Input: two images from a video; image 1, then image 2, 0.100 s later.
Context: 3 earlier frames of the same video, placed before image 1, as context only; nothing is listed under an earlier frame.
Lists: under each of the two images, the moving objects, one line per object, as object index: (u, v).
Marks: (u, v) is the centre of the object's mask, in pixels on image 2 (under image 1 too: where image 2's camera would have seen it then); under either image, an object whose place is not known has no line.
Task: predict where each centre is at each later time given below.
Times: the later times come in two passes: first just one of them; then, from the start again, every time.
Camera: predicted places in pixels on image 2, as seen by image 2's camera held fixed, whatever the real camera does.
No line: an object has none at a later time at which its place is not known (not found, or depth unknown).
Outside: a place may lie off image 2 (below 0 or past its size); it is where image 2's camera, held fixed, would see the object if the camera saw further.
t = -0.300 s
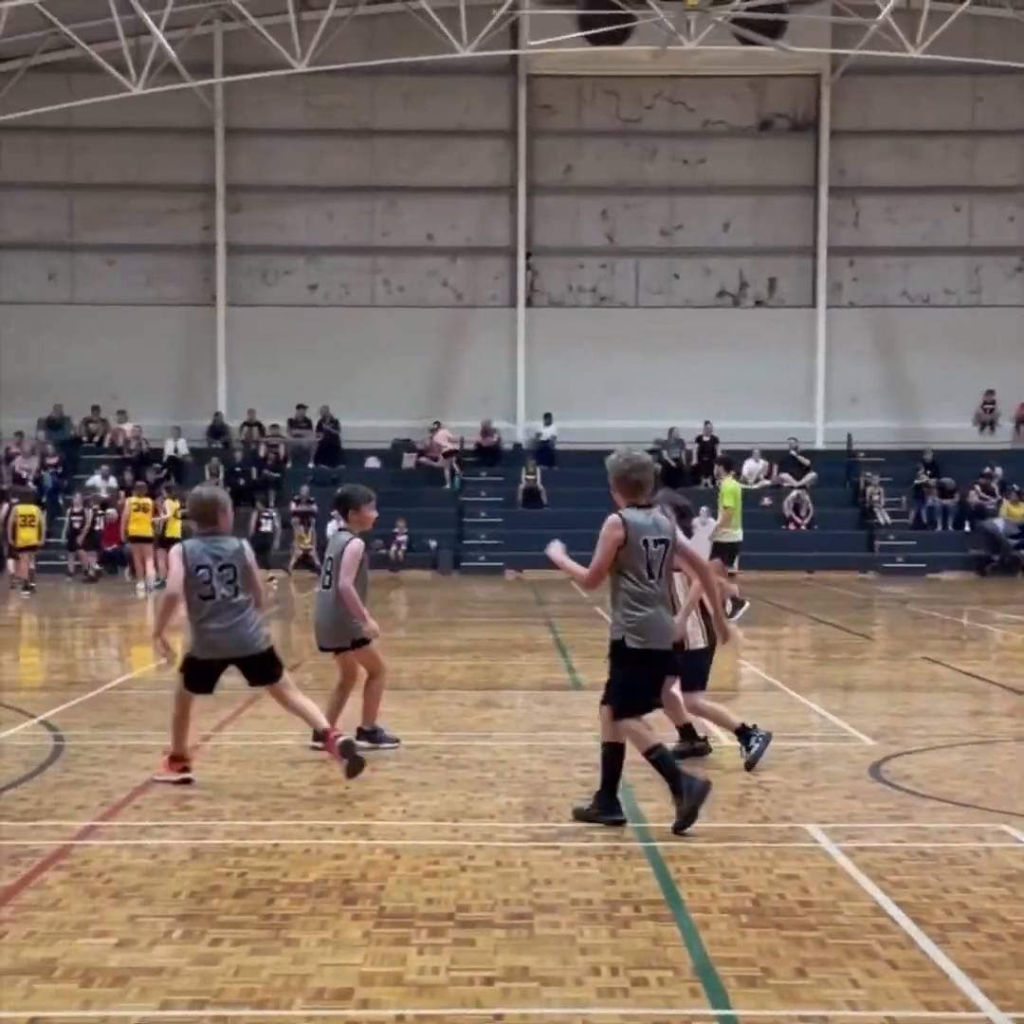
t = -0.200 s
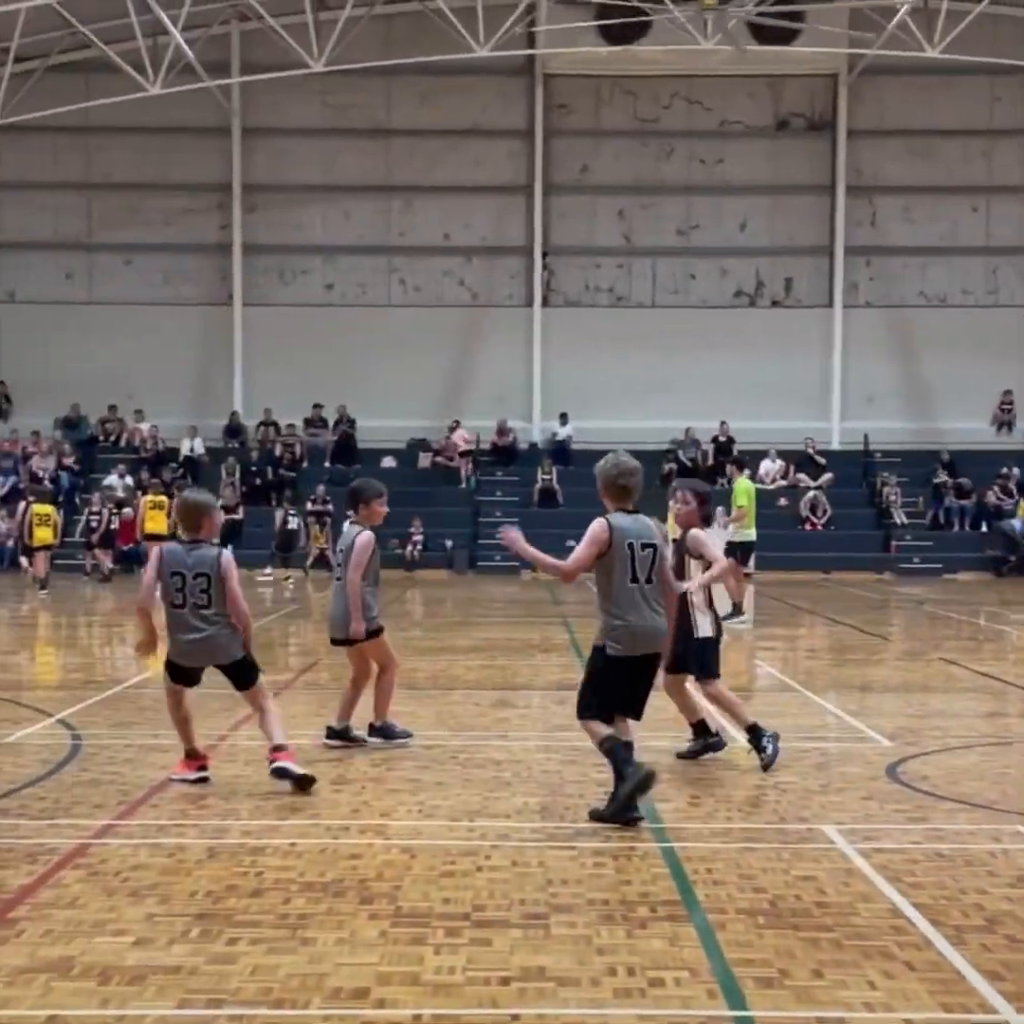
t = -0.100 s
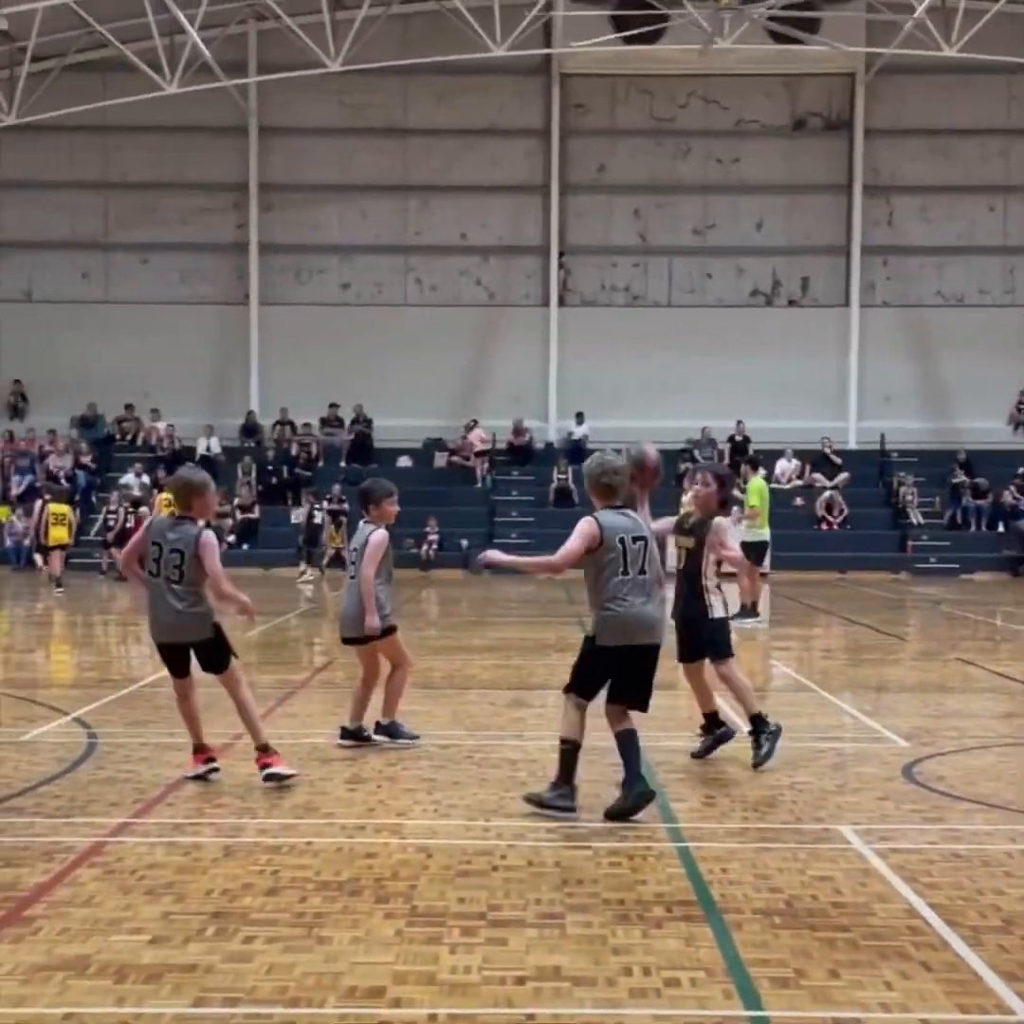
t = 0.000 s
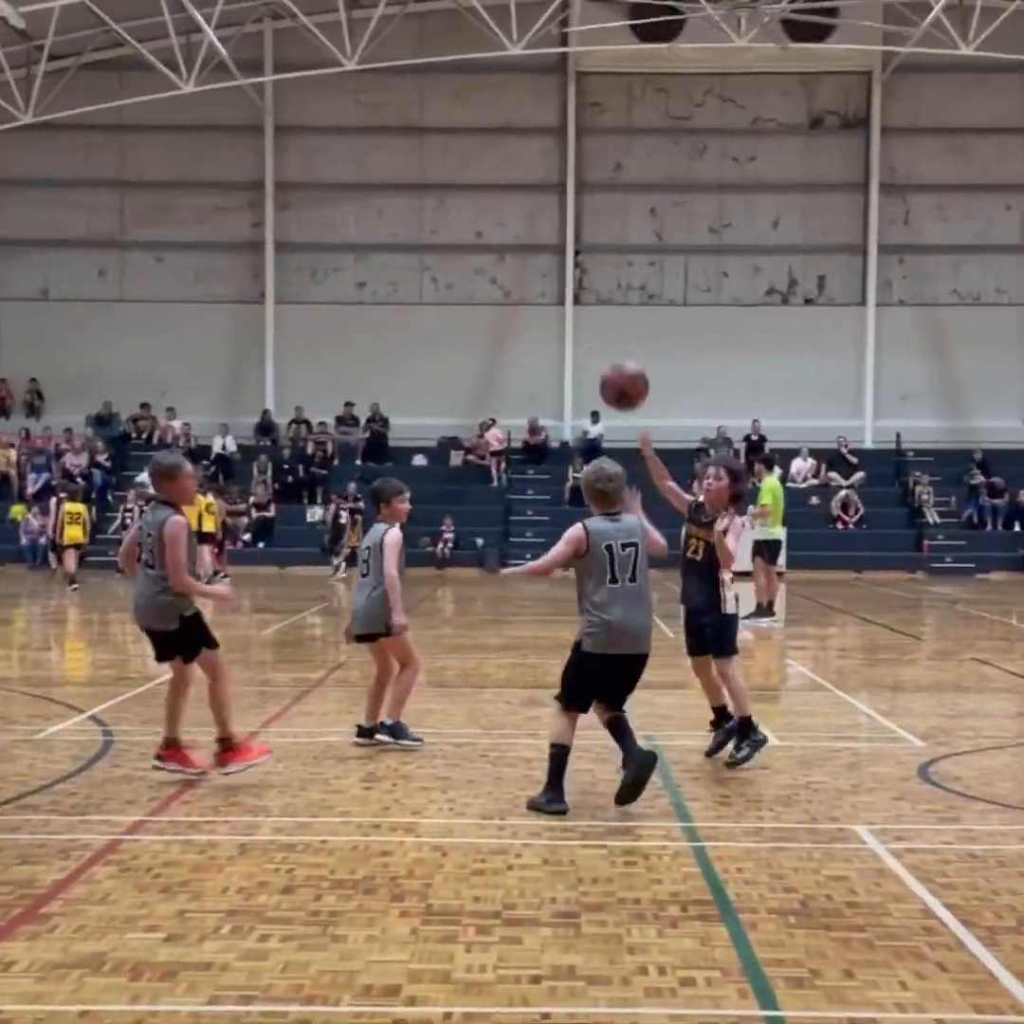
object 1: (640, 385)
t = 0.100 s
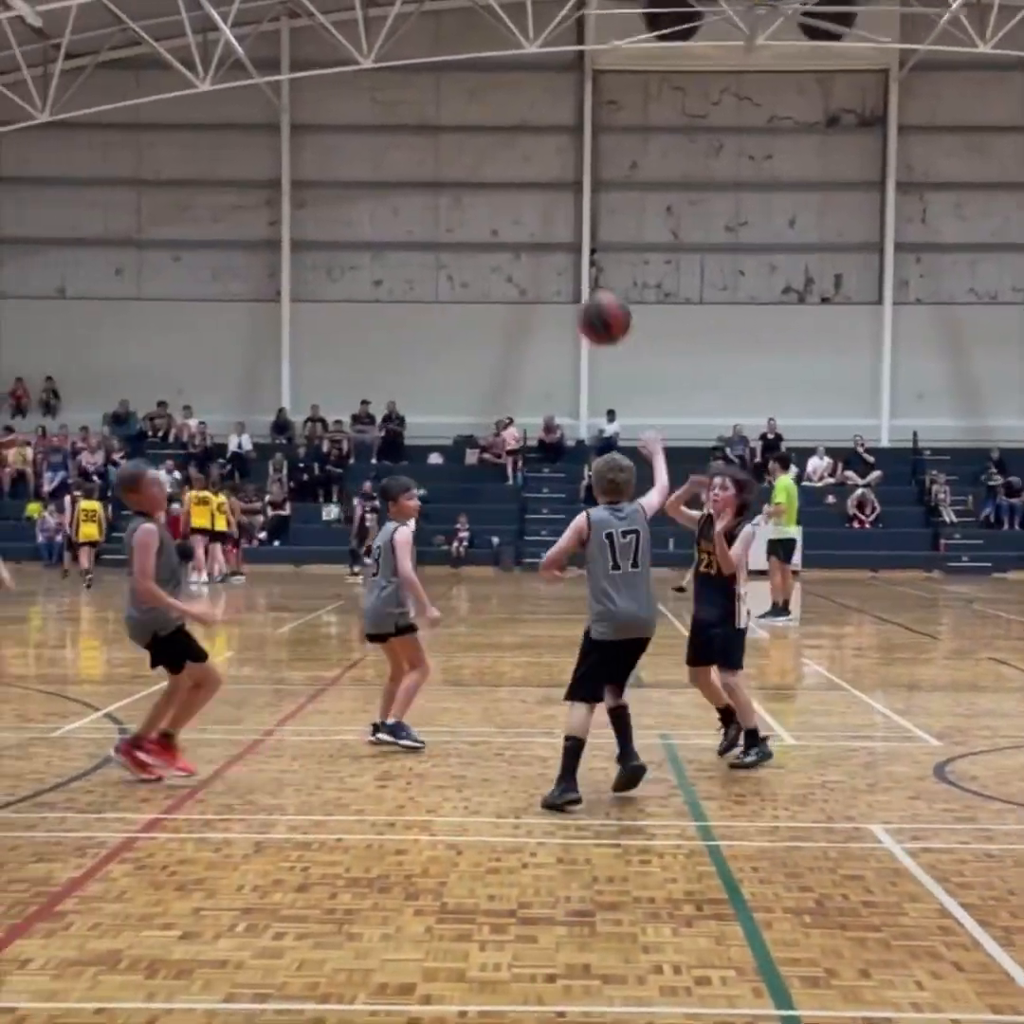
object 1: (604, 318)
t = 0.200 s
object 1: (566, 268)
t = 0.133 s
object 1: (591, 300)
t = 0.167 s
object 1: (578, 283)
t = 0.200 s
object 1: (566, 268)
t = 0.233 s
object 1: (551, 256)
